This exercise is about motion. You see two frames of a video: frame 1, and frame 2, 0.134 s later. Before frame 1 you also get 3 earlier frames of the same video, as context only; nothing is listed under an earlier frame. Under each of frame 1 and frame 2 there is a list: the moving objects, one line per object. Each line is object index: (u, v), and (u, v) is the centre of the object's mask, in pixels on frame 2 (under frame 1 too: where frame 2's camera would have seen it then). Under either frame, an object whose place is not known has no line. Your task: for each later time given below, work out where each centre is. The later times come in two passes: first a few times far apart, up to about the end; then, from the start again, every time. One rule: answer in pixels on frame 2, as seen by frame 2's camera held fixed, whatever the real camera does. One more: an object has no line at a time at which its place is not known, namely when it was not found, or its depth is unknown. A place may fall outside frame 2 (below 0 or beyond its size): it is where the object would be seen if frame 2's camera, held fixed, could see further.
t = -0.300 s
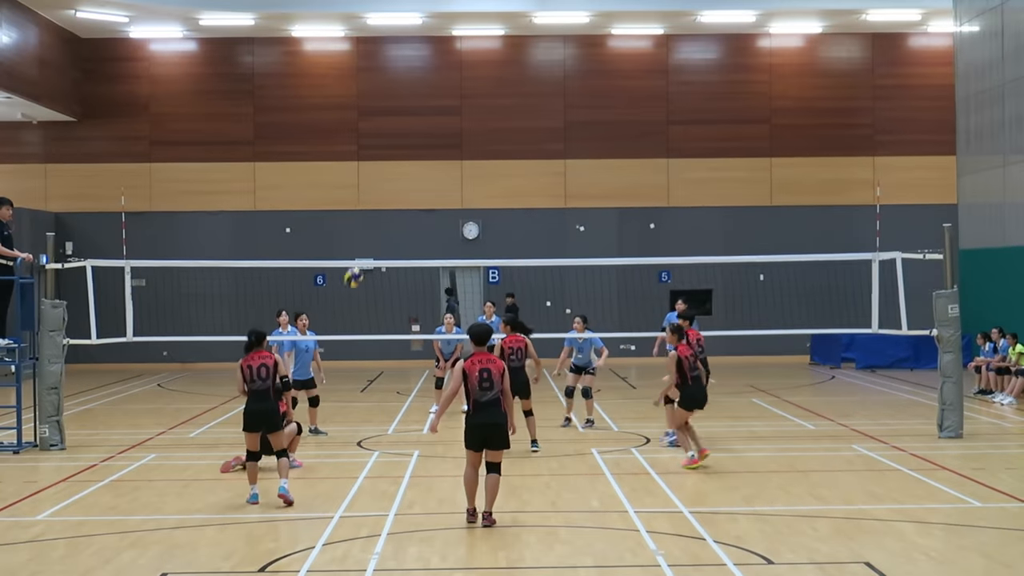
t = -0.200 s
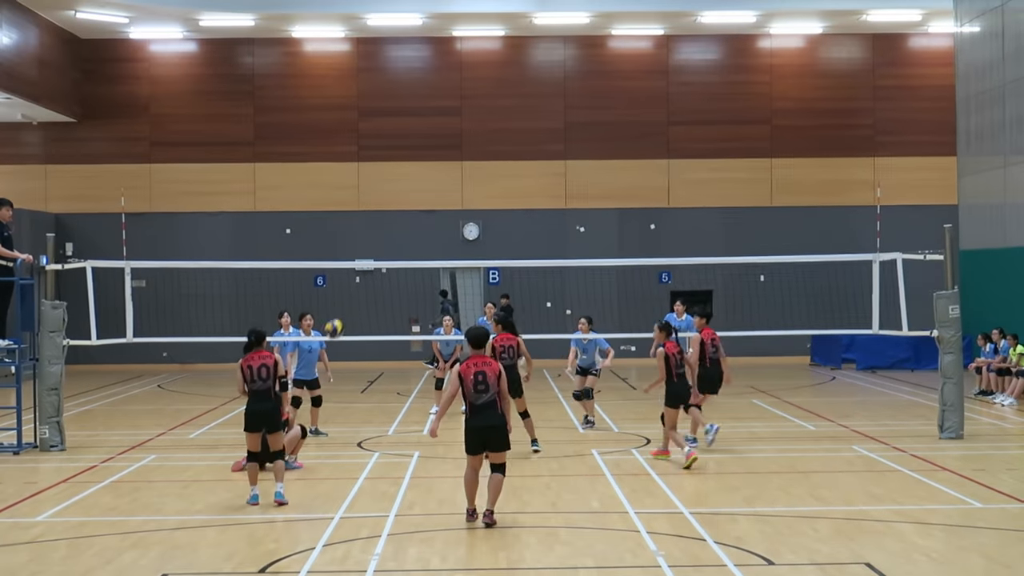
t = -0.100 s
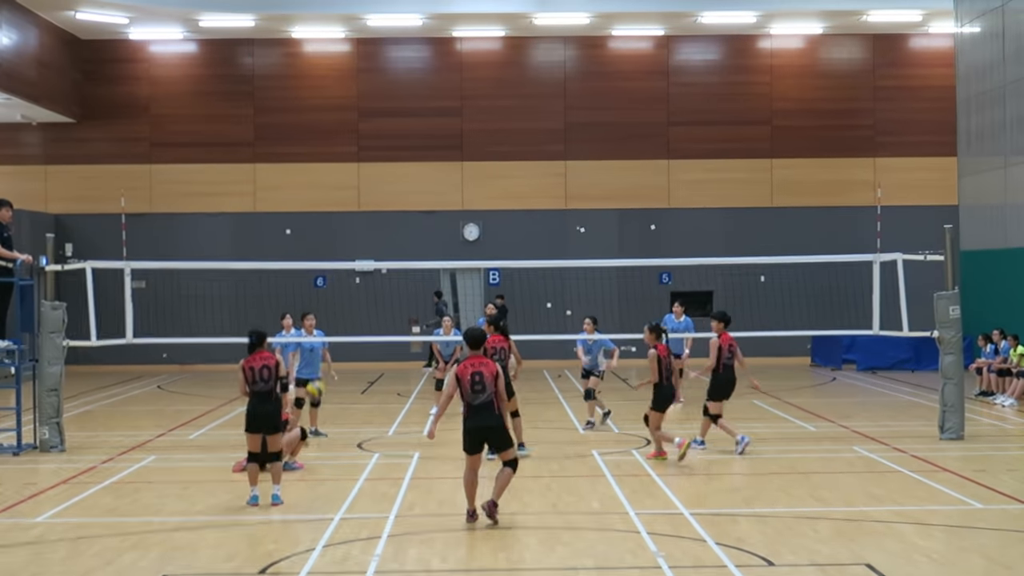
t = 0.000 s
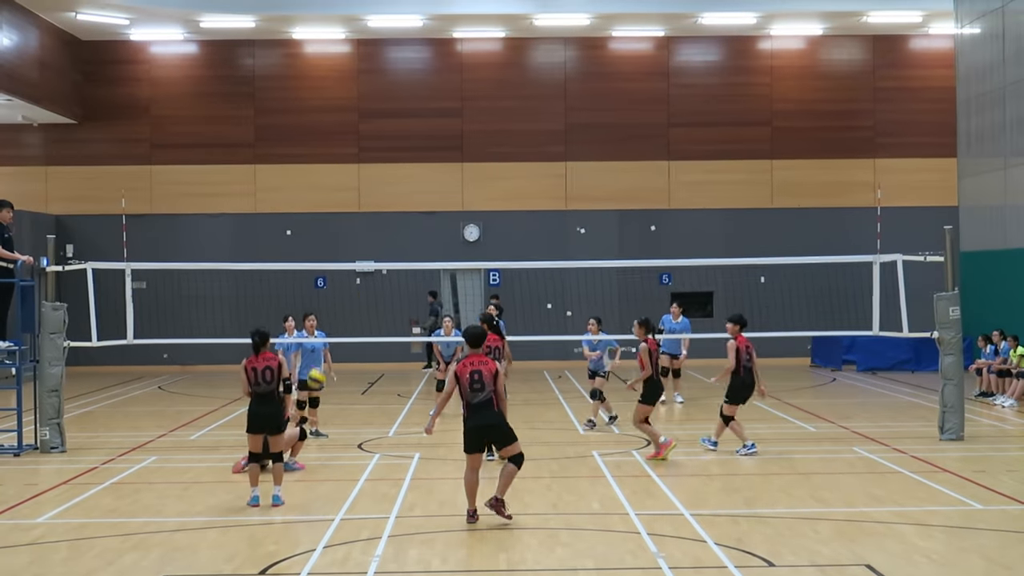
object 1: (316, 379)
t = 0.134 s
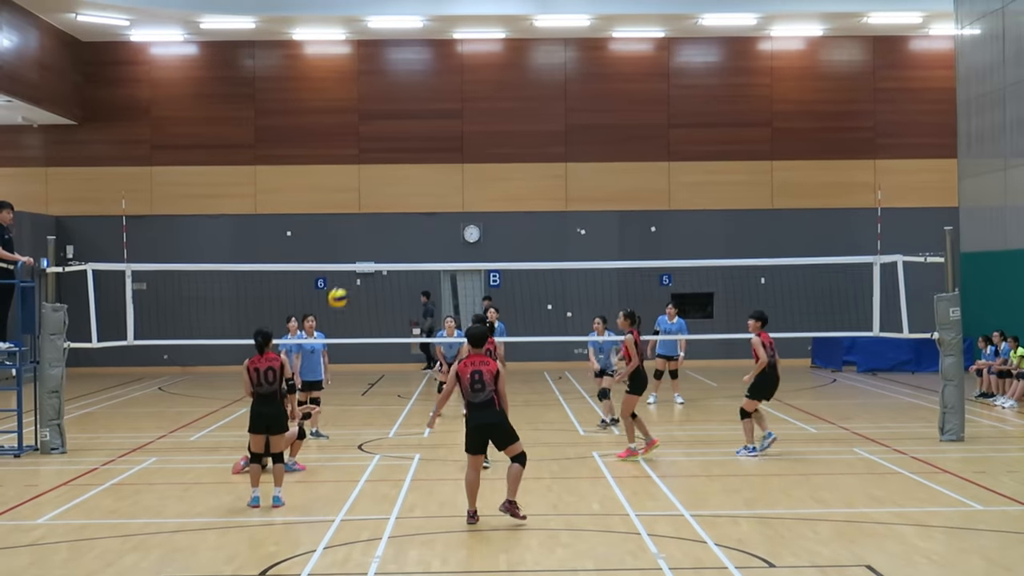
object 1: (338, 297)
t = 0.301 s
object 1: (364, 221)
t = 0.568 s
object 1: (405, 149)
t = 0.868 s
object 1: (449, 144)
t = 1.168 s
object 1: (492, 212)
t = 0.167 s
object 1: (343, 280)
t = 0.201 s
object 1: (348, 265)
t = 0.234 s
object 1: (354, 249)
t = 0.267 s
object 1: (359, 234)
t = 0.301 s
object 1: (364, 221)
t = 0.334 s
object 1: (369, 208)
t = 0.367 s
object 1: (375, 197)
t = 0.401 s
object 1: (380, 187)
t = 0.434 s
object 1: (385, 177)
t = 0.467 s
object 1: (391, 168)
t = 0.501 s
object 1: (394, 160)
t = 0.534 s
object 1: (399, 155)
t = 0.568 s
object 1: (405, 149)
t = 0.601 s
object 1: (409, 145)
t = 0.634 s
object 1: (414, 141)
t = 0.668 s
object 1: (419, 138)
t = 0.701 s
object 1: (424, 137)
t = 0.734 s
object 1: (429, 138)
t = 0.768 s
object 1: (434, 137)
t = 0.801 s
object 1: (440, 138)
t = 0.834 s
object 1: (444, 140)
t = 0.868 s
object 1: (449, 144)
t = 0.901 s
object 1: (454, 147)
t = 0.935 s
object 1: (459, 152)
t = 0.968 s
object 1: (463, 156)
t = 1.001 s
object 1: (469, 164)
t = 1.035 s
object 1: (473, 172)
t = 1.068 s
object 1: (478, 180)
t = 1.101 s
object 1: (483, 189)
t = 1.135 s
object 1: (487, 200)
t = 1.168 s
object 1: (492, 212)
